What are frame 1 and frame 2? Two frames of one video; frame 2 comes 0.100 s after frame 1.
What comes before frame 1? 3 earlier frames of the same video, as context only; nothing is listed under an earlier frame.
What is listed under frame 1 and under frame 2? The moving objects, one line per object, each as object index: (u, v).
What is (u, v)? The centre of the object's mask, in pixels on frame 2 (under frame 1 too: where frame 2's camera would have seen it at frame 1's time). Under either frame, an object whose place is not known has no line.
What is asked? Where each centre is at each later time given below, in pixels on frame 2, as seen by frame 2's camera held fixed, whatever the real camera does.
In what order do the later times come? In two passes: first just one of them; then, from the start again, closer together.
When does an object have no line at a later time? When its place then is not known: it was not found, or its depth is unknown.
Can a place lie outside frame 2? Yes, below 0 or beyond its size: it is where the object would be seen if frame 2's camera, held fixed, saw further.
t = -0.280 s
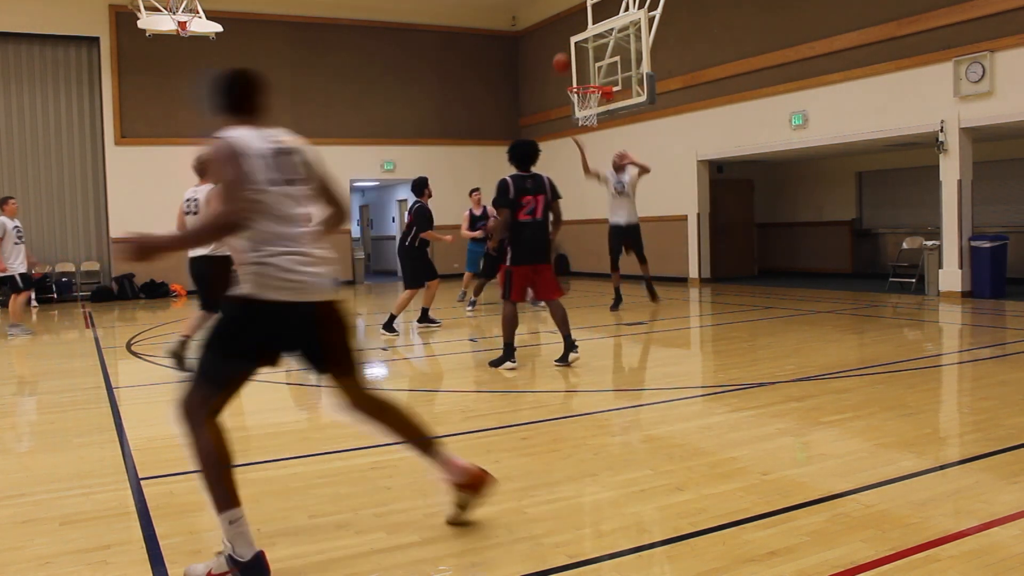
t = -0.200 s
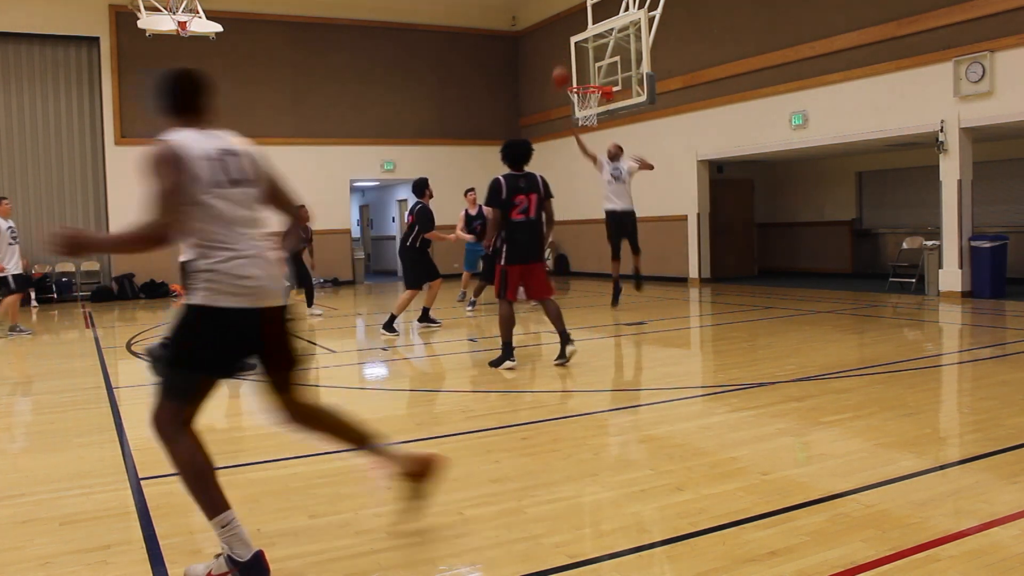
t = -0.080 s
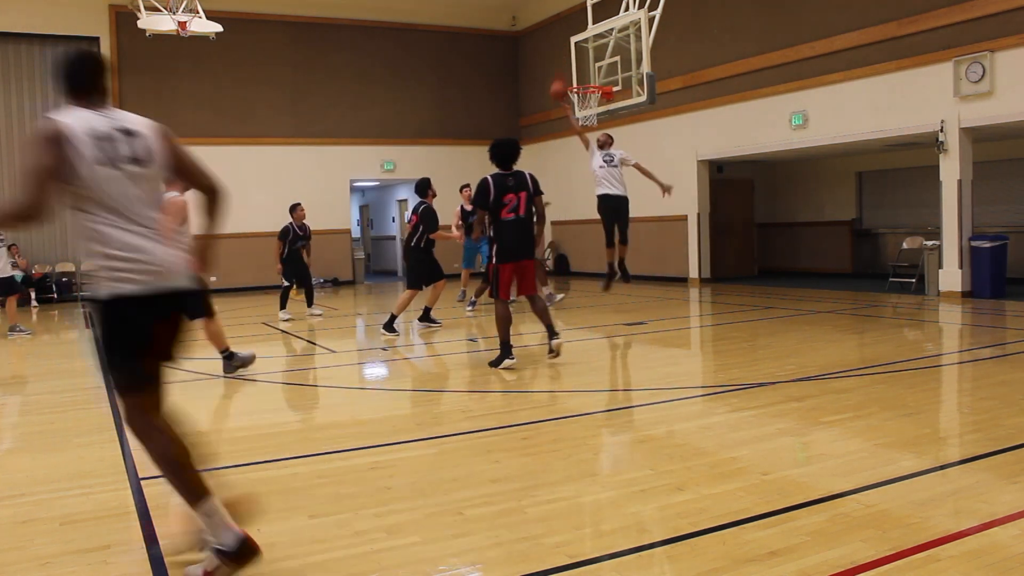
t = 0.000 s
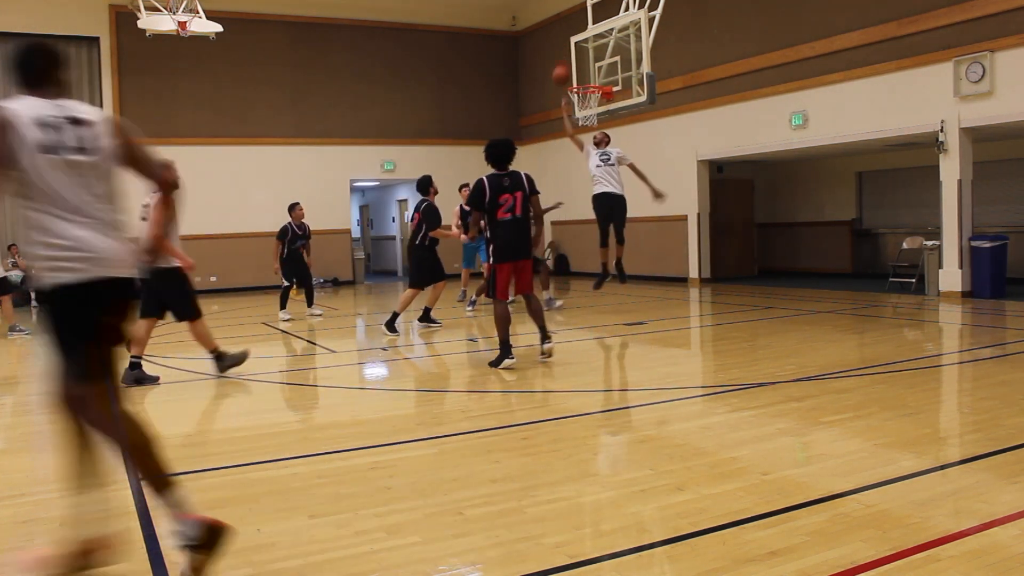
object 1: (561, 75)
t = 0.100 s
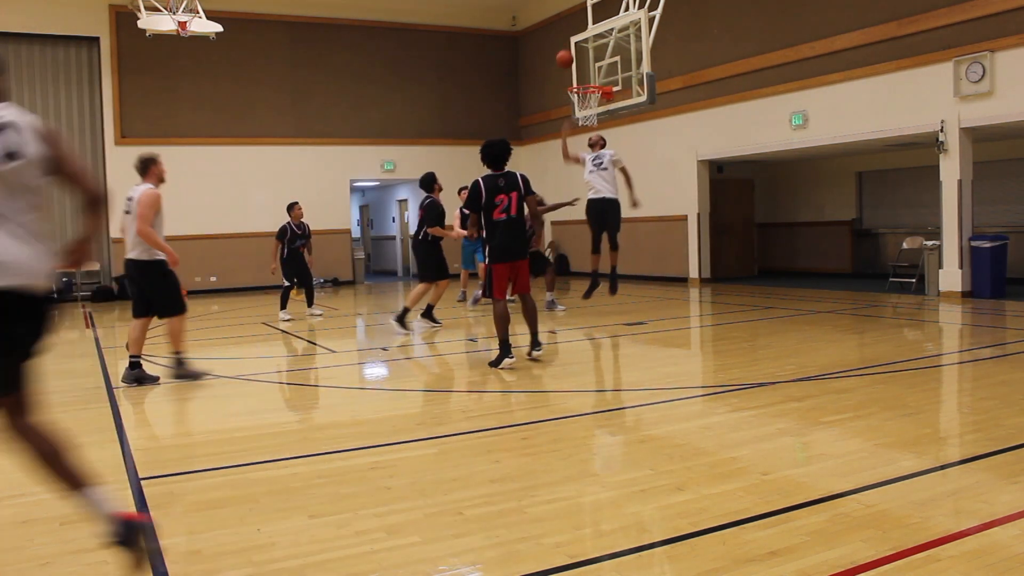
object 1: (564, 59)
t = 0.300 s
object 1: (573, 47)
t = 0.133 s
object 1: (566, 55)
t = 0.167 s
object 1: (567, 52)
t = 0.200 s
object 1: (569, 49)
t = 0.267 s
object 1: (571, 47)
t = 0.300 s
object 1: (573, 47)
